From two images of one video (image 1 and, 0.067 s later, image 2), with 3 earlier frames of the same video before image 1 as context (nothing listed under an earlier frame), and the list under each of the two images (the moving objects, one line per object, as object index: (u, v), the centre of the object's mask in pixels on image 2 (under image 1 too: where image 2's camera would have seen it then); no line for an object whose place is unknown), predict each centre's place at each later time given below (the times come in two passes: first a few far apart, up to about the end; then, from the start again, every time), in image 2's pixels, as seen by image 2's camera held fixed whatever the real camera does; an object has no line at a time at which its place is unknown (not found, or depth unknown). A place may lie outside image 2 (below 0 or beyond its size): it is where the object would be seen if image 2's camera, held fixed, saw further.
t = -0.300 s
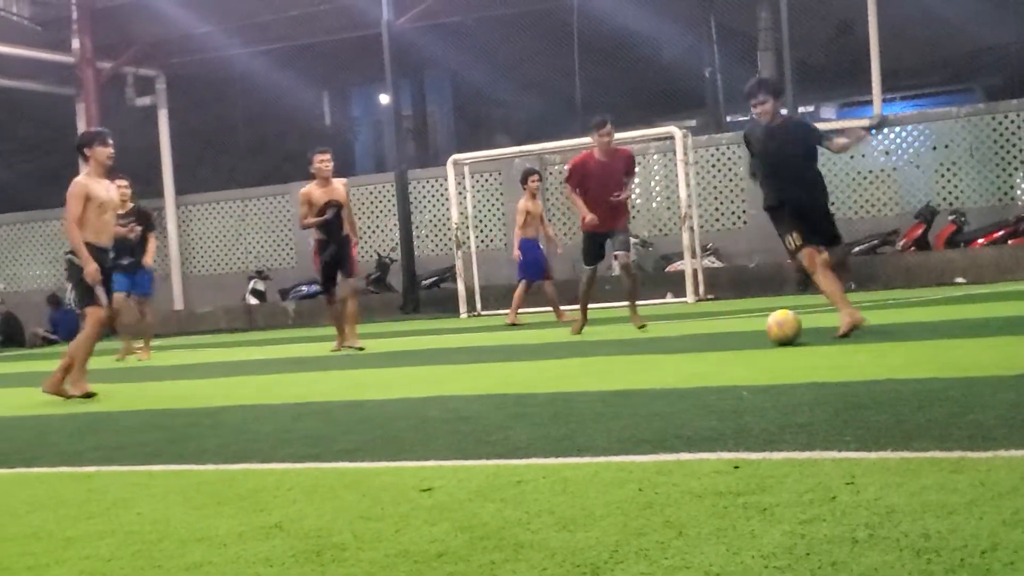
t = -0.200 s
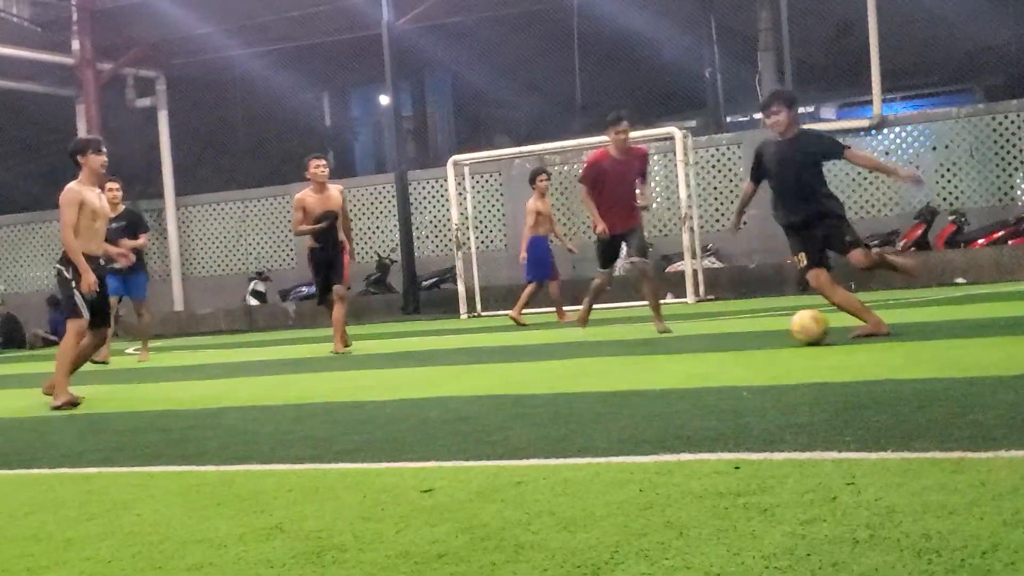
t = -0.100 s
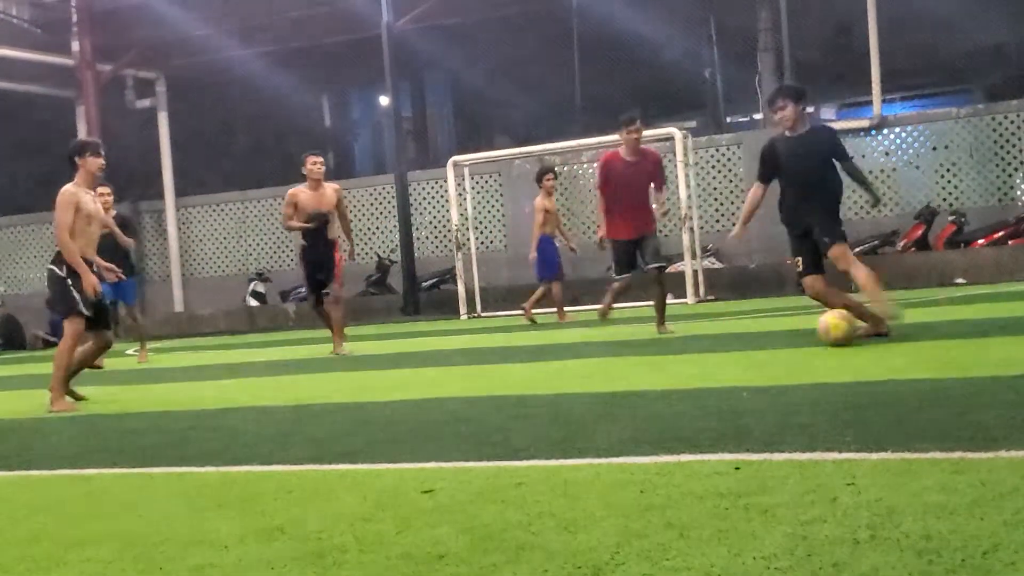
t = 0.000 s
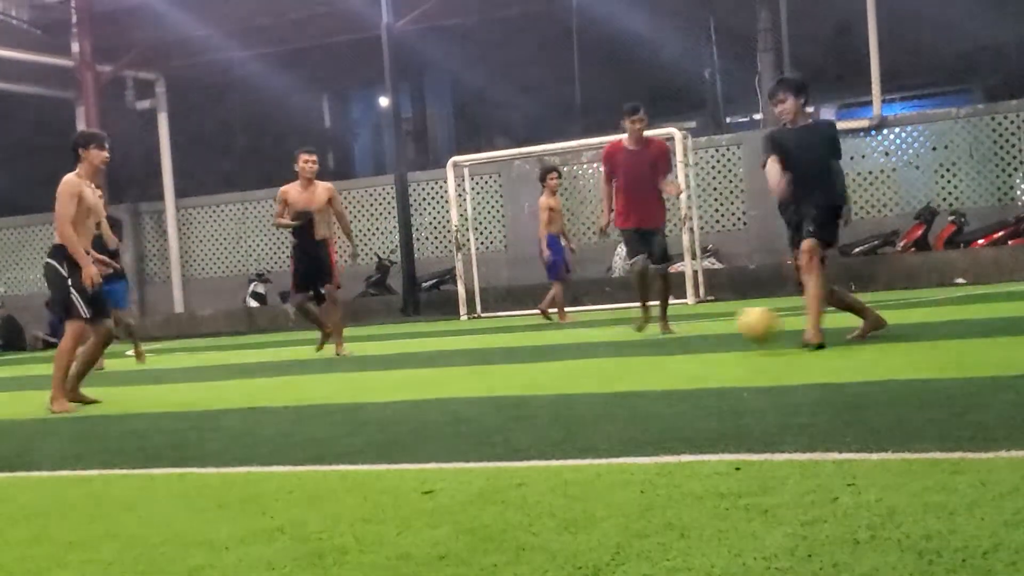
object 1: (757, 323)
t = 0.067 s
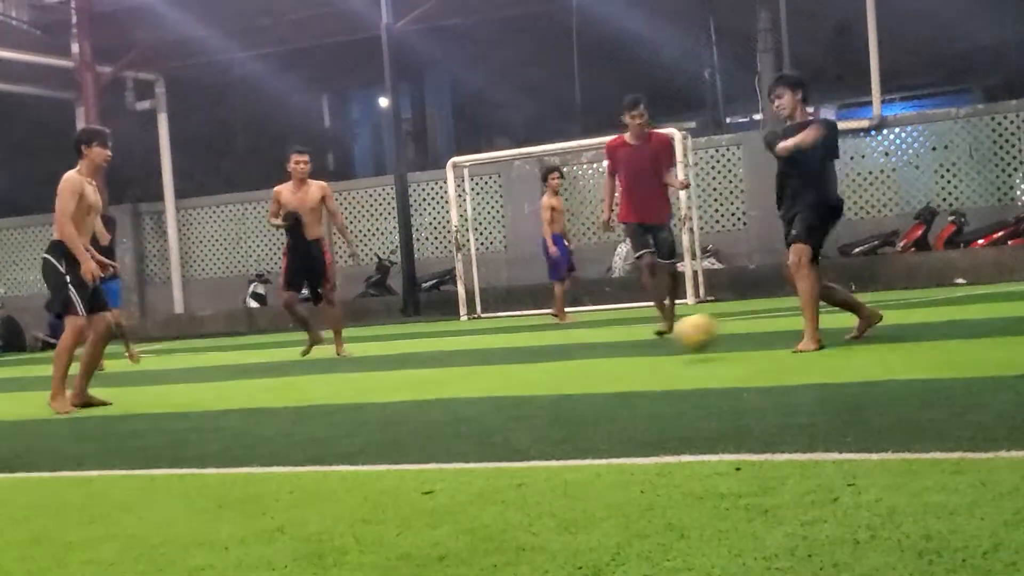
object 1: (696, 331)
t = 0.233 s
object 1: (555, 350)
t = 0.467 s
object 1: (369, 366)
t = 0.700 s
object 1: (184, 384)
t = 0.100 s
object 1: (668, 338)
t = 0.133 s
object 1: (637, 345)
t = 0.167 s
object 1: (607, 347)
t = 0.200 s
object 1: (581, 348)
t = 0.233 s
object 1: (555, 350)
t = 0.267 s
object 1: (527, 354)
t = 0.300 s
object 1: (501, 356)
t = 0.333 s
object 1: (475, 358)
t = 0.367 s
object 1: (449, 360)
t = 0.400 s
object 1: (423, 362)
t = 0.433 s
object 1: (396, 365)
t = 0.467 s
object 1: (369, 366)
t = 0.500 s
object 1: (343, 369)
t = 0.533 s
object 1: (316, 371)
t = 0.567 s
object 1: (290, 373)
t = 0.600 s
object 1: (265, 375)
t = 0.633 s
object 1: (237, 381)
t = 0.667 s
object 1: (210, 382)
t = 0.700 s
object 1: (184, 384)
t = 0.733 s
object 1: (159, 386)
